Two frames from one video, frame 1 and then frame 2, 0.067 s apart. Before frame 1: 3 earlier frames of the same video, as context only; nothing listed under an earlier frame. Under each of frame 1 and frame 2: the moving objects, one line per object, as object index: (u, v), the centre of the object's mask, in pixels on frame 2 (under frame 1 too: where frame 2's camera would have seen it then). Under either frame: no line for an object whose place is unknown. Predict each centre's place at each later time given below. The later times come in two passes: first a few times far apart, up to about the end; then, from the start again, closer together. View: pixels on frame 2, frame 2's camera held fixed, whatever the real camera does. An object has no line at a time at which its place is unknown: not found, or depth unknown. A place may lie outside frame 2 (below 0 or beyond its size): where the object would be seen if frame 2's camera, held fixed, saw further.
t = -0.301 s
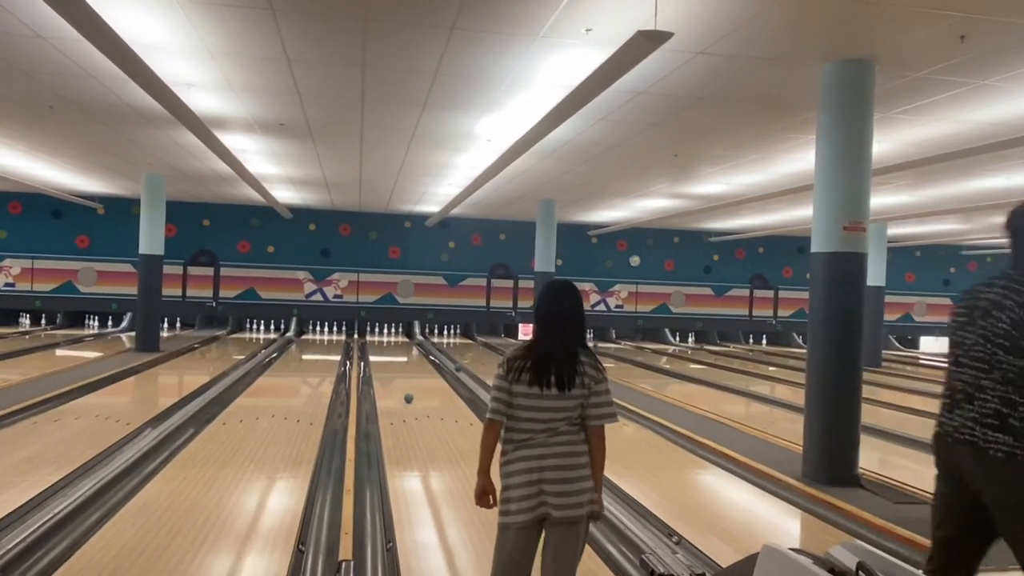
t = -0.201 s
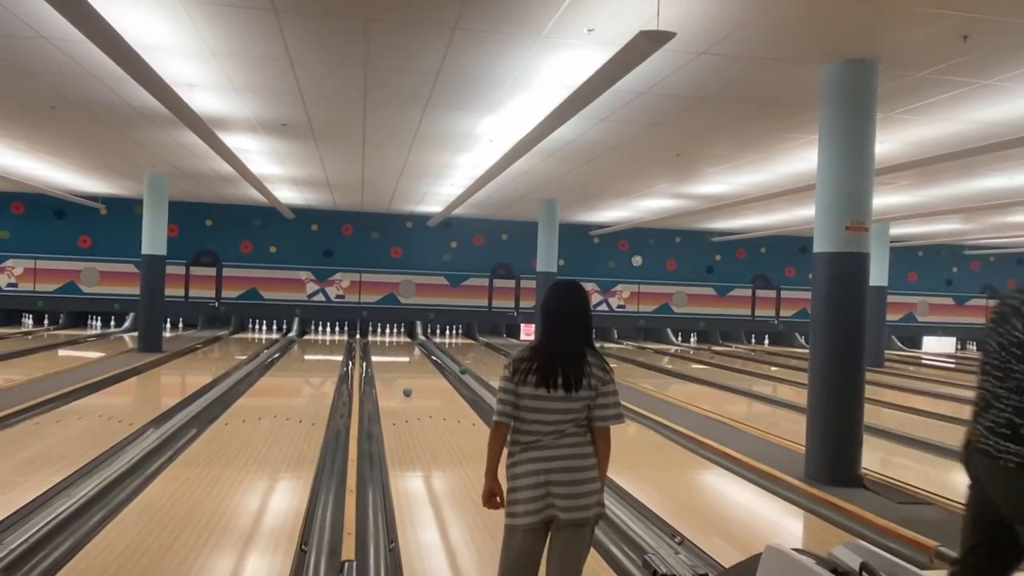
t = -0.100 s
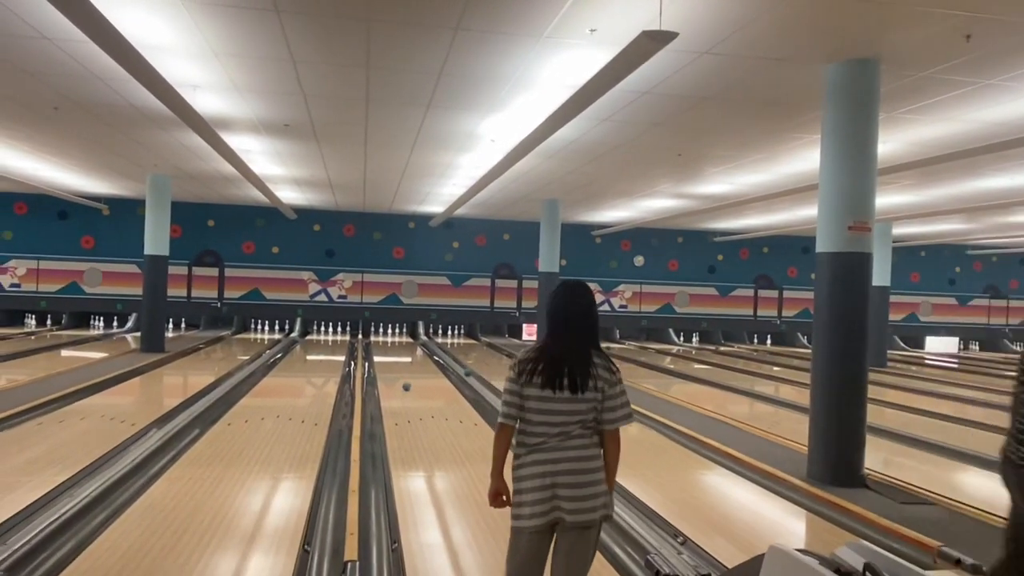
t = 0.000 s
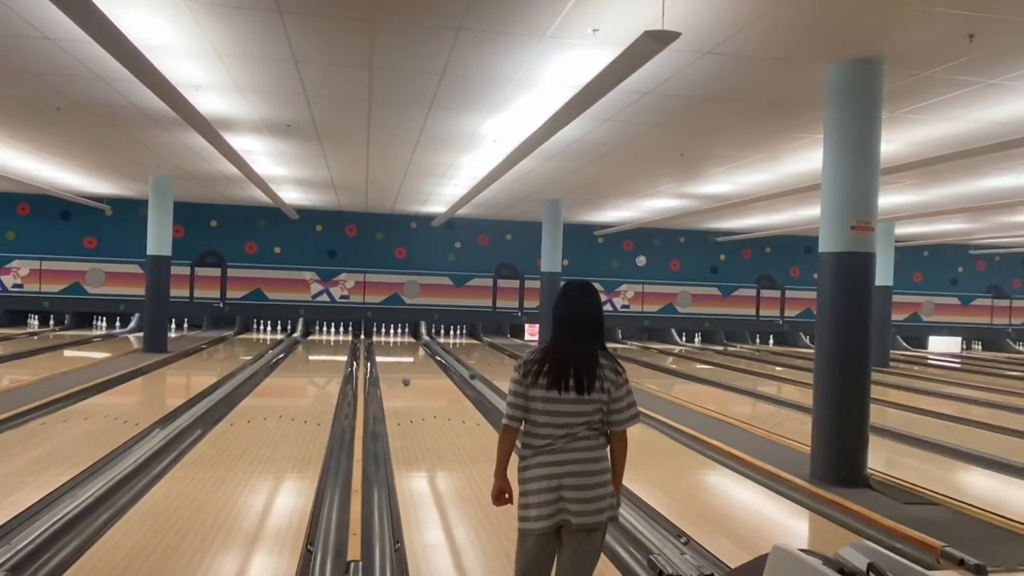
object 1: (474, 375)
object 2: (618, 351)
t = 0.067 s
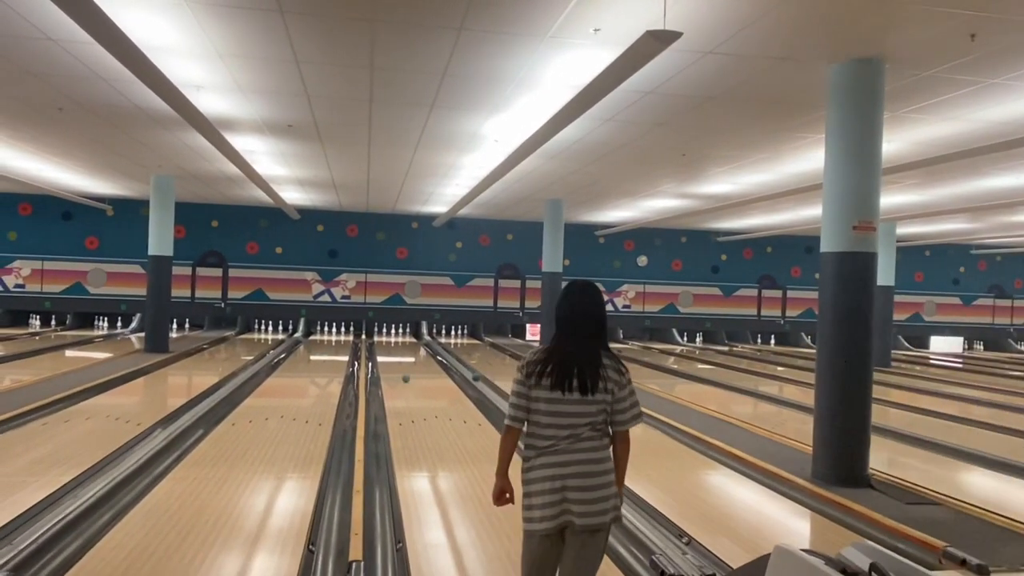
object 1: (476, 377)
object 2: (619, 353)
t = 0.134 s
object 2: (622, 352)
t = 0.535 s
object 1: (493, 391)
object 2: (644, 357)
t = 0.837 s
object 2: (661, 362)
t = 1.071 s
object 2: (676, 365)
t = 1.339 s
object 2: (696, 370)
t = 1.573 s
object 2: (715, 375)
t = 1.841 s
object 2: (740, 382)
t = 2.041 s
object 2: (761, 387)
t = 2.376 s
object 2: (802, 398)
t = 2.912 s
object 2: (889, 421)
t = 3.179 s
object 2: (945, 435)
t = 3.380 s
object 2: (995, 448)
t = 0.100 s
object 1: (477, 378)
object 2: (620, 352)
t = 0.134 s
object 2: (622, 352)
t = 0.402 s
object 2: (636, 356)
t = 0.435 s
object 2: (638, 356)
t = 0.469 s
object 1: (490, 389)
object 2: (639, 356)
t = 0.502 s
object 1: (491, 390)
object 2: (641, 356)
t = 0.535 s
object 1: (493, 391)
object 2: (644, 357)
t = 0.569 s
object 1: (496, 392)
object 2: (645, 358)
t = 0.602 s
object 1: (496, 393)
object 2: (647, 358)
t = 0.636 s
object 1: (497, 394)
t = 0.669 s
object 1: (495, 395)
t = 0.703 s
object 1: (496, 396)
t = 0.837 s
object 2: (661, 362)
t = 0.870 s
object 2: (663, 363)
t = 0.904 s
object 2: (665, 363)
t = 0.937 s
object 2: (667, 363)
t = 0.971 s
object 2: (669, 363)
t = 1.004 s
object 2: (671, 364)
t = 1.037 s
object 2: (673, 365)
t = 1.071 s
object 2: (676, 365)
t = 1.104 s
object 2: (678, 366)
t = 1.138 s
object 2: (680, 366)
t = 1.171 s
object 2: (683, 367)
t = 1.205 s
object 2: (685, 368)
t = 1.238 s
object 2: (688, 369)
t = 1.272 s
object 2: (691, 369)
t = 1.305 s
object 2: (693, 370)
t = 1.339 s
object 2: (696, 370)
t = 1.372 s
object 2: (699, 371)
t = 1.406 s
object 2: (701, 372)
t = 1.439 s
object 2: (704, 373)
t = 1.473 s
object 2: (707, 374)
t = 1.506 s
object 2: (710, 374)
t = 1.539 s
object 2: (713, 375)
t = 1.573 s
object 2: (715, 375)
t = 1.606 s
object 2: (718, 376)
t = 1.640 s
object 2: (722, 377)
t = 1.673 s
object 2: (724, 378)
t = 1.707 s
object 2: (727, 379)
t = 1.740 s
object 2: (731, 379)
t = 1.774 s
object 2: (734, 380)
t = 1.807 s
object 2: (737, 381)
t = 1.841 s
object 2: (740, 382)
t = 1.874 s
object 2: (743, 383)
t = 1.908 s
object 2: (747, 384)
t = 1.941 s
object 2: (751, 385)
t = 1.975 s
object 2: (754, 385)
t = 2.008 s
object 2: (758, 386)
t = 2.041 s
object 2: (761, 387)
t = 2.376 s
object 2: (802, 398)
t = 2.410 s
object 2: (808, 399)
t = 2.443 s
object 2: (811, 400)
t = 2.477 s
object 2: (814, 401)
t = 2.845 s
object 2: (877, 417)
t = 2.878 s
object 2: (882, 419)
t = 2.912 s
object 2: (889, 421)
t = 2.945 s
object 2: (896, 422)
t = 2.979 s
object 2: (902, 424)
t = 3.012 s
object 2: (909, 426)
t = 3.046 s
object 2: (915, 428)
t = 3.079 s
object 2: (923, 429)
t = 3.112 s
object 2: (930, 431)
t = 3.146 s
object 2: (937, 433)
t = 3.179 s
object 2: (945, 435)
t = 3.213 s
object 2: (953, 437)
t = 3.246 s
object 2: (961, 439)
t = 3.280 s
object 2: (969, 442)
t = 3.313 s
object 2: (978, 444)
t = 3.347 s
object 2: (986, 446)
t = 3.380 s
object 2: (995, 448)
